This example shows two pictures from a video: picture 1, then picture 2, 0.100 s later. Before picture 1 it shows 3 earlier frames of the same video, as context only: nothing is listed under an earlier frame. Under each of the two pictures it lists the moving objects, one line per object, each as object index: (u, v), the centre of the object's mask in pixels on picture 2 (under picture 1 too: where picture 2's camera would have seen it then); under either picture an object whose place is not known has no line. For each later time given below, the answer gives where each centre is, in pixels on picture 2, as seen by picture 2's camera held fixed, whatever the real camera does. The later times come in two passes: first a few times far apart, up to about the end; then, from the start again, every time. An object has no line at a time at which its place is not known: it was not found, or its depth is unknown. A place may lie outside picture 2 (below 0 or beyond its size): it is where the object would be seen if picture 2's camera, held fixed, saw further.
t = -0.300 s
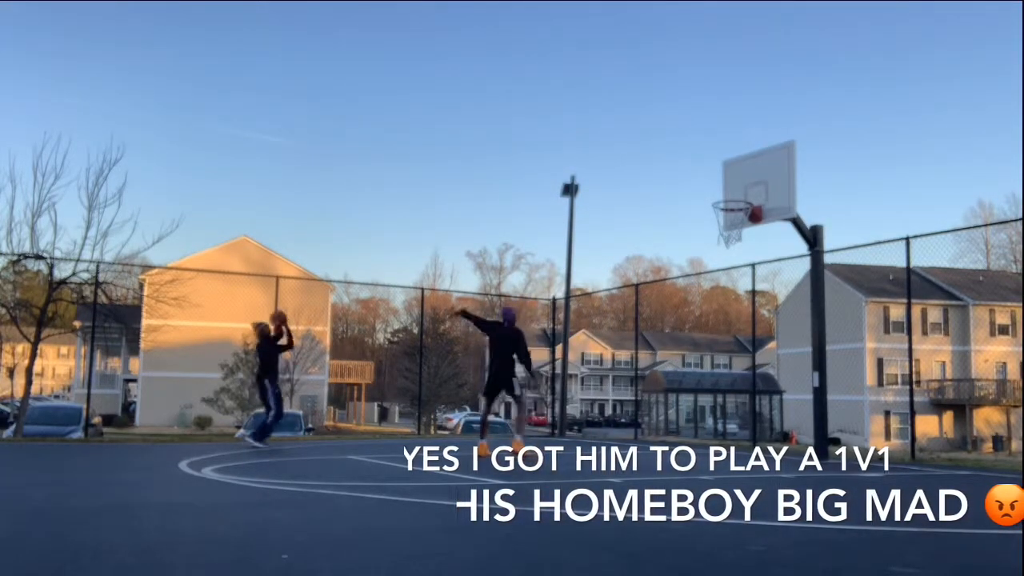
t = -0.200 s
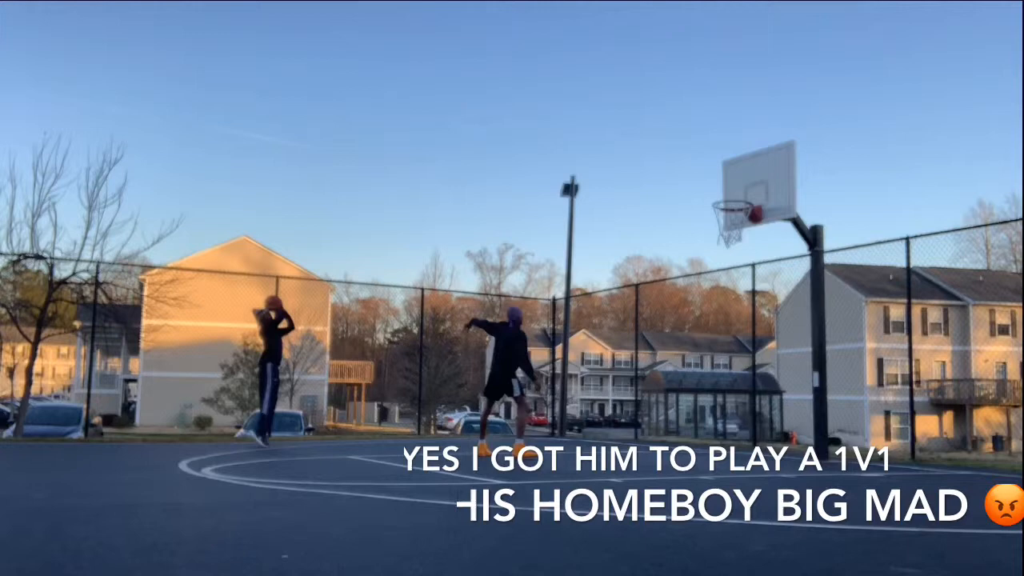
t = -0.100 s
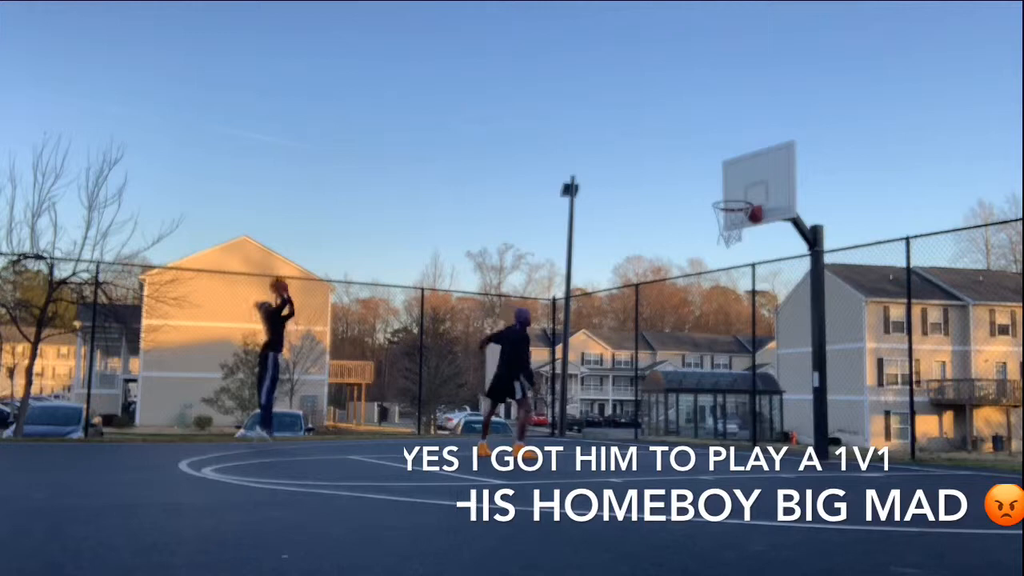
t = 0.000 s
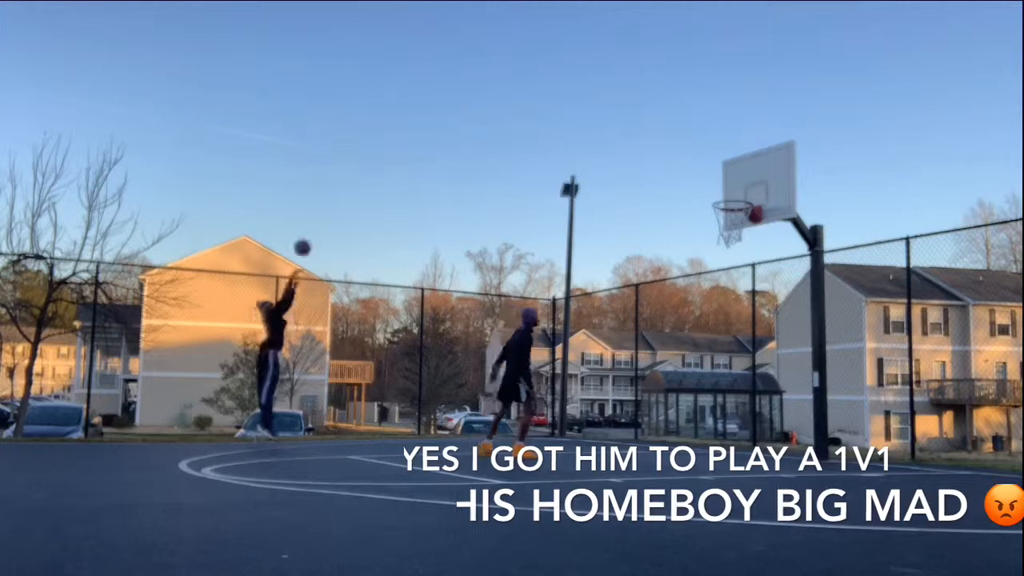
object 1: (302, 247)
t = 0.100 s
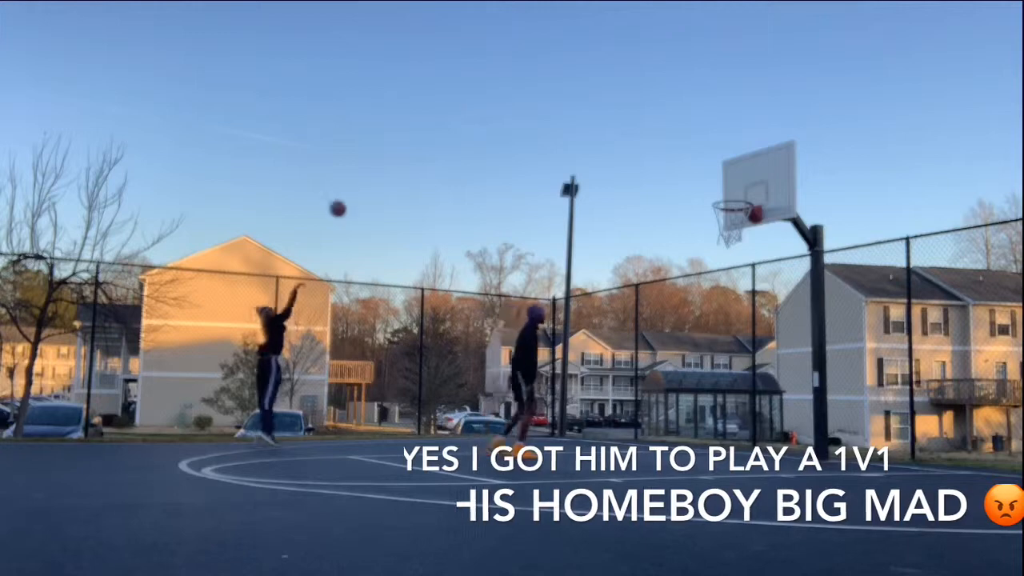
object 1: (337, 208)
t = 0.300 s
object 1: (408, 149)
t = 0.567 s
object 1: (501, 111)
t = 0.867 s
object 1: (609, 125)
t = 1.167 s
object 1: (722, 195)
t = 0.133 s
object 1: (349, 196)
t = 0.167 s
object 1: (360, 186)
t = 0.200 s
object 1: (373, 175)
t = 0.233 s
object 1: (384, 165)
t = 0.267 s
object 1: (396, 157)
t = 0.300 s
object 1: (408, 149)
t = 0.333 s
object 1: (419, 141)
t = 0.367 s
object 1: (431, 135)
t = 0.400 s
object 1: (442, 129)
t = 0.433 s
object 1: (454, 124)
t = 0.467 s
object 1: (466, 120)
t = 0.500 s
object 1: (477, 116)
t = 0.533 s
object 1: (489, 113)
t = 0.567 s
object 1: (501, 111)
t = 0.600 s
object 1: (513, 109)
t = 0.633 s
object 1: (525, 108)
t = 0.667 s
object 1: (536, 108)
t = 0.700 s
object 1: (548, 109)
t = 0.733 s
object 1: (560, 111)
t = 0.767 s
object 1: (572, 113)
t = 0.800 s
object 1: (584, 116)
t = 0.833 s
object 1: (596, 120)
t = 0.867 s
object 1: (609, 125)
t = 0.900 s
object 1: (622, 130)
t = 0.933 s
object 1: (635, 136)
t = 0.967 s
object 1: (647, 144)
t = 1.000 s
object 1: (660, 152)
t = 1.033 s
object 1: (673, 161)
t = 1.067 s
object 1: (686, 170)
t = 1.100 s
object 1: (698, 181)
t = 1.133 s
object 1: (712, 193)
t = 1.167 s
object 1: (722, 195)
